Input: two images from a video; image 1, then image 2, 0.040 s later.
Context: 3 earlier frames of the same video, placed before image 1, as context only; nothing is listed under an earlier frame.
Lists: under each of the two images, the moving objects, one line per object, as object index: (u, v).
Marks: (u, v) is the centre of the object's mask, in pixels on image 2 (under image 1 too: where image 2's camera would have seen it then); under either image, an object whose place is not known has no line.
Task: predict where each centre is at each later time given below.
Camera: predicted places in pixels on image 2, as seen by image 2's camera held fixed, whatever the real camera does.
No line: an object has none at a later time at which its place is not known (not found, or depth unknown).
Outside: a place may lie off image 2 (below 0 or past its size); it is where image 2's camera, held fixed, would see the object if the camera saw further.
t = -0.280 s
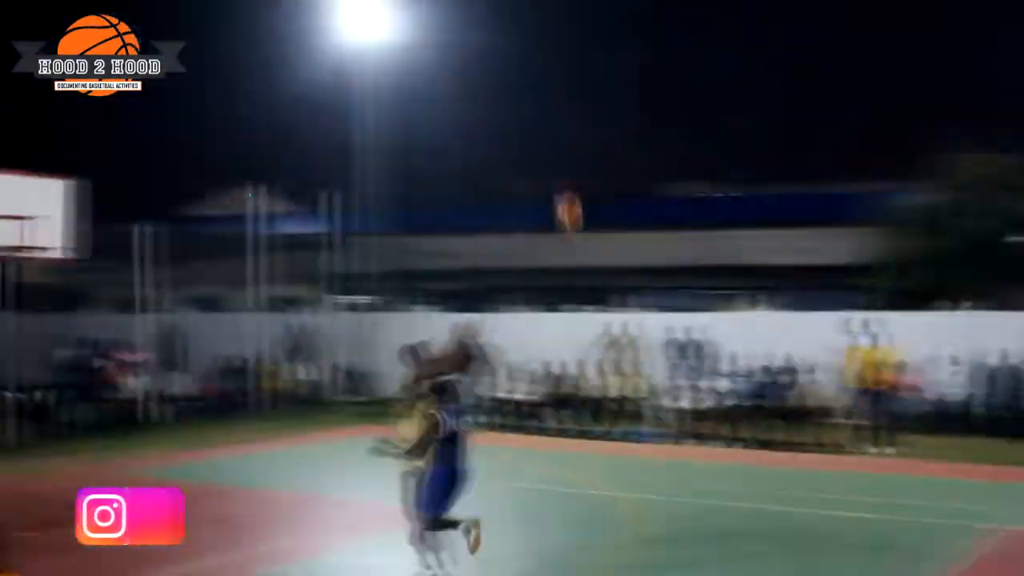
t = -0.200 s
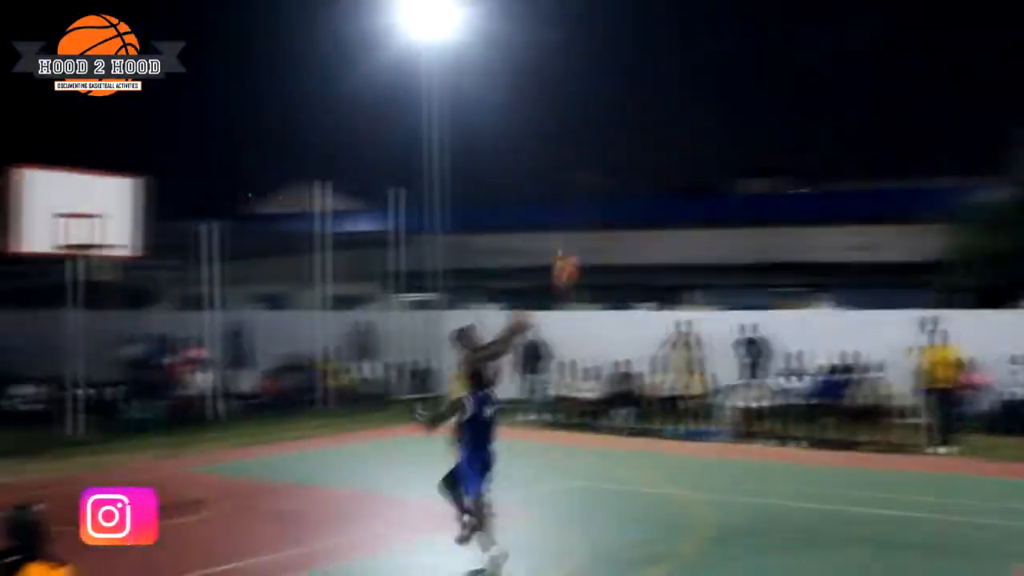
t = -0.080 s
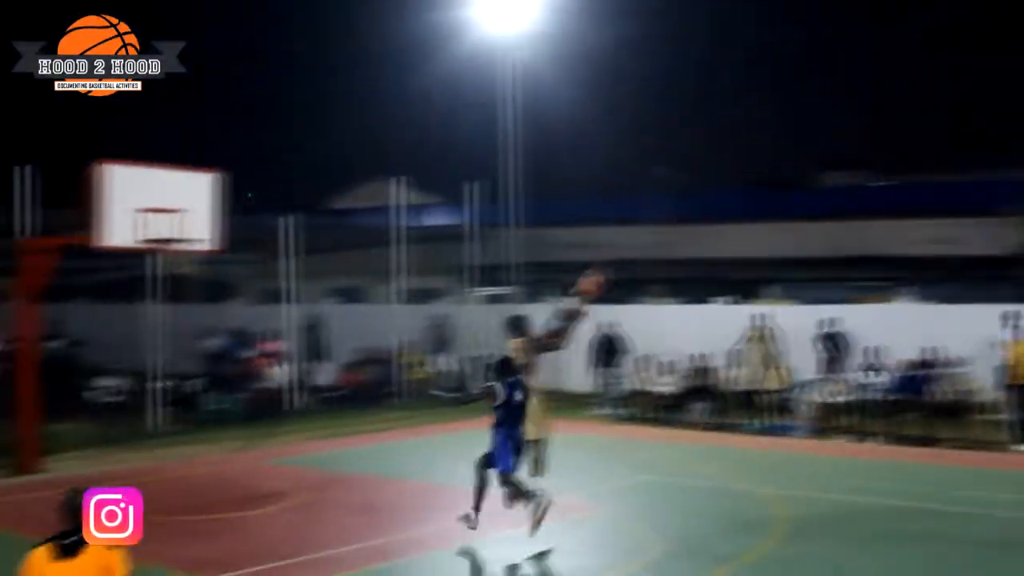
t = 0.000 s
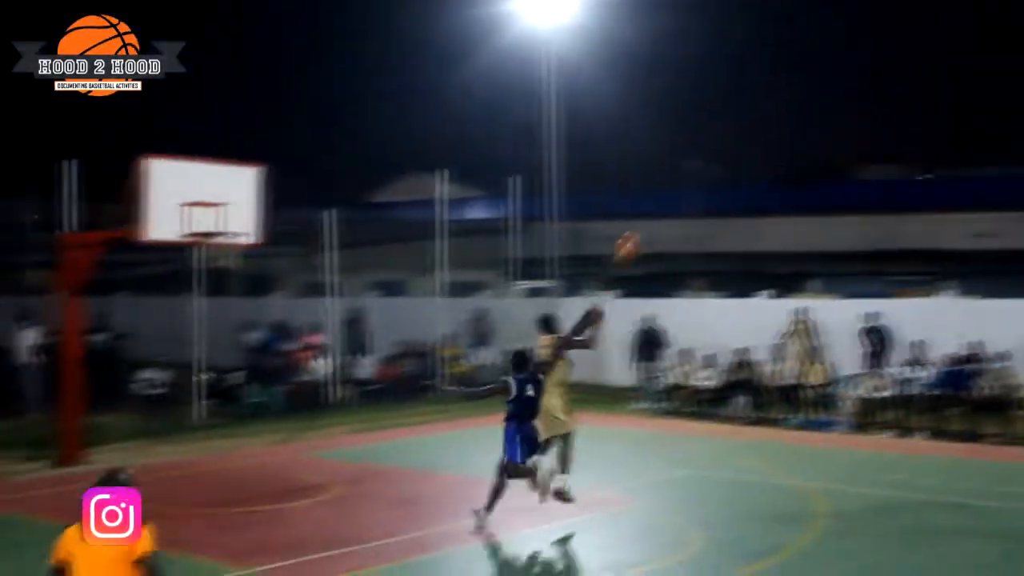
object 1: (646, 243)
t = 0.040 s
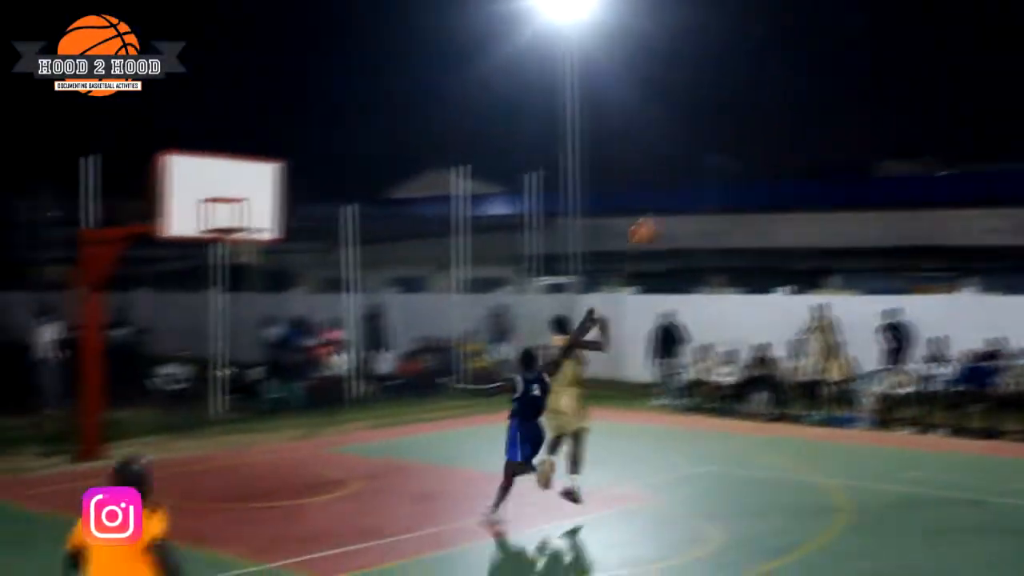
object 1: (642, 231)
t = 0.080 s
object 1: (642, 221)
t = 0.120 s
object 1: (641, 213)
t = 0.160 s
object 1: (640, 206)
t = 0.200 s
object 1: (641, 199)
